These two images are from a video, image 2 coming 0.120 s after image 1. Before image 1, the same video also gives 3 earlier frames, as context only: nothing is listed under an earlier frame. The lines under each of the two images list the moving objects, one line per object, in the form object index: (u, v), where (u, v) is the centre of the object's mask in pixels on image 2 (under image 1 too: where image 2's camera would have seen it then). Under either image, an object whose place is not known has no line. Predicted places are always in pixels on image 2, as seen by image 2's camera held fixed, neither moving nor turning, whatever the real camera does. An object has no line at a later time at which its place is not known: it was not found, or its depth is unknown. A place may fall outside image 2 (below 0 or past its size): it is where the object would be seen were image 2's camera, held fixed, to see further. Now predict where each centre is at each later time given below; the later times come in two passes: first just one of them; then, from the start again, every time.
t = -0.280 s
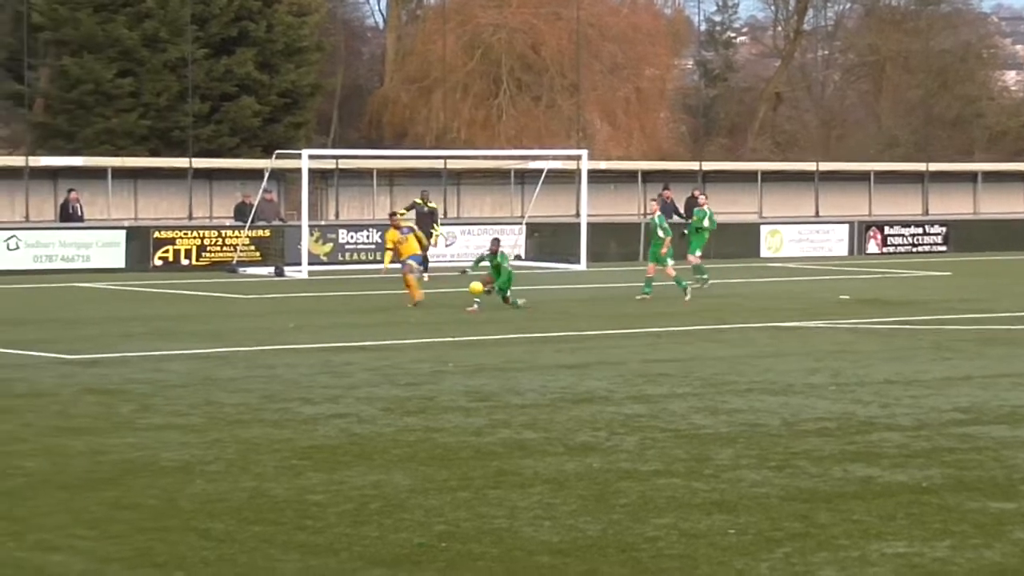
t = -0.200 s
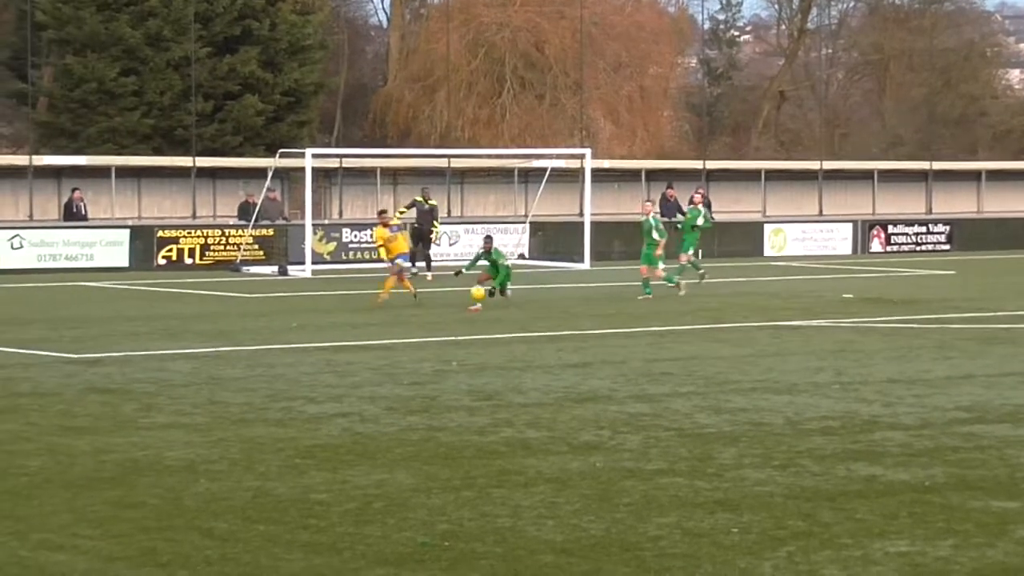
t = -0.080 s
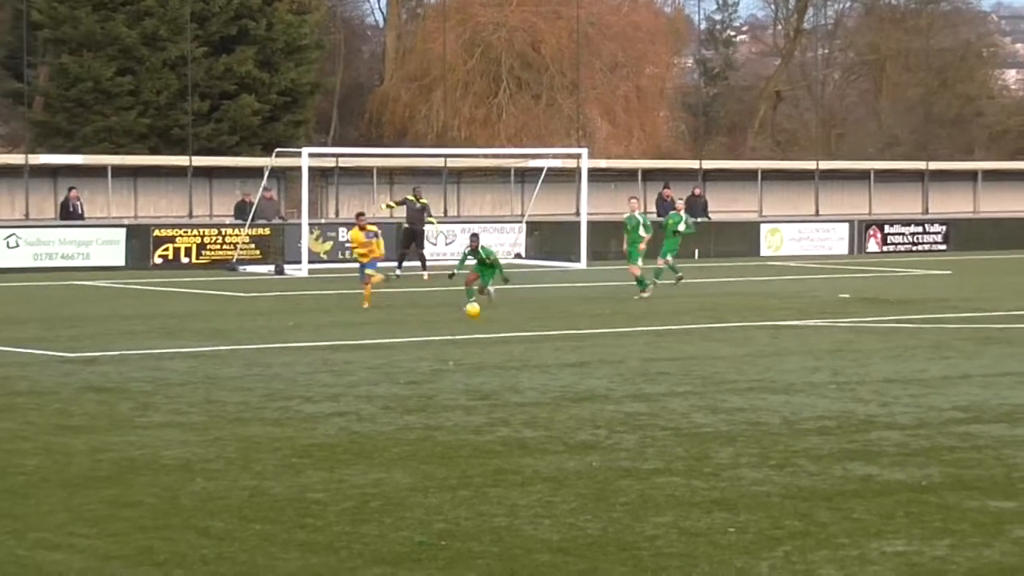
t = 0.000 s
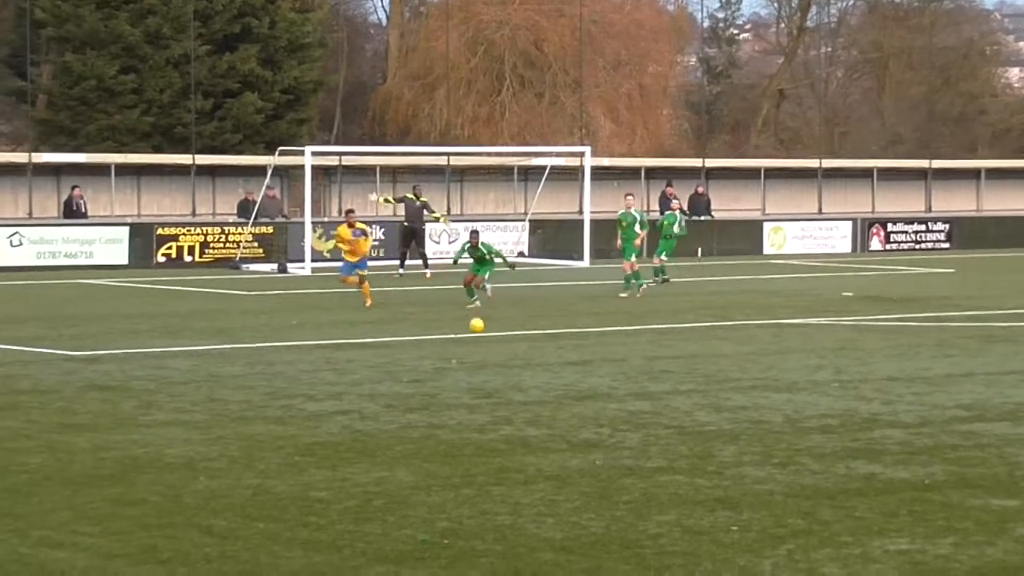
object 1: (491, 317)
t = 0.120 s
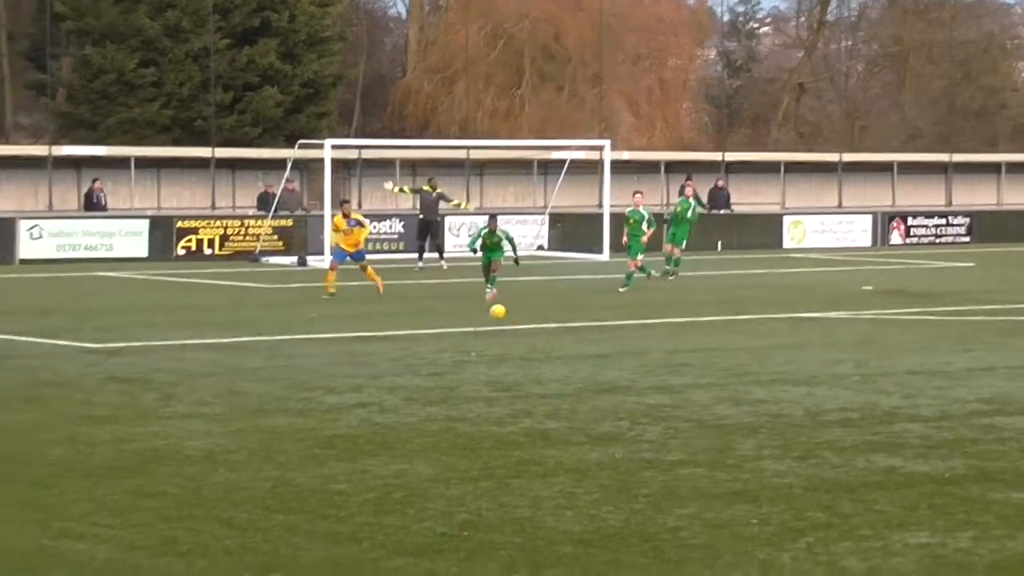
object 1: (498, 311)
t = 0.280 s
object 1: (503, 317)
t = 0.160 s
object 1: (498, 309)
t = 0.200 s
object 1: (500, 310)
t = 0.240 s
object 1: (503, 311)
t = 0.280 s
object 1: (503, 317)
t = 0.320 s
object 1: (502, 319)
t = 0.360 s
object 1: (502, 327)
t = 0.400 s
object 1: (503, 334)
